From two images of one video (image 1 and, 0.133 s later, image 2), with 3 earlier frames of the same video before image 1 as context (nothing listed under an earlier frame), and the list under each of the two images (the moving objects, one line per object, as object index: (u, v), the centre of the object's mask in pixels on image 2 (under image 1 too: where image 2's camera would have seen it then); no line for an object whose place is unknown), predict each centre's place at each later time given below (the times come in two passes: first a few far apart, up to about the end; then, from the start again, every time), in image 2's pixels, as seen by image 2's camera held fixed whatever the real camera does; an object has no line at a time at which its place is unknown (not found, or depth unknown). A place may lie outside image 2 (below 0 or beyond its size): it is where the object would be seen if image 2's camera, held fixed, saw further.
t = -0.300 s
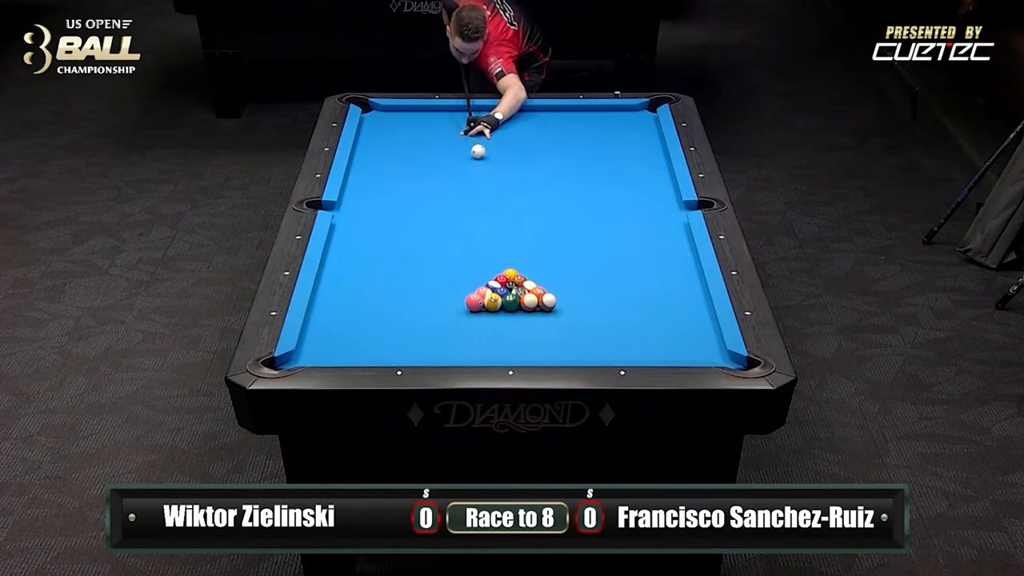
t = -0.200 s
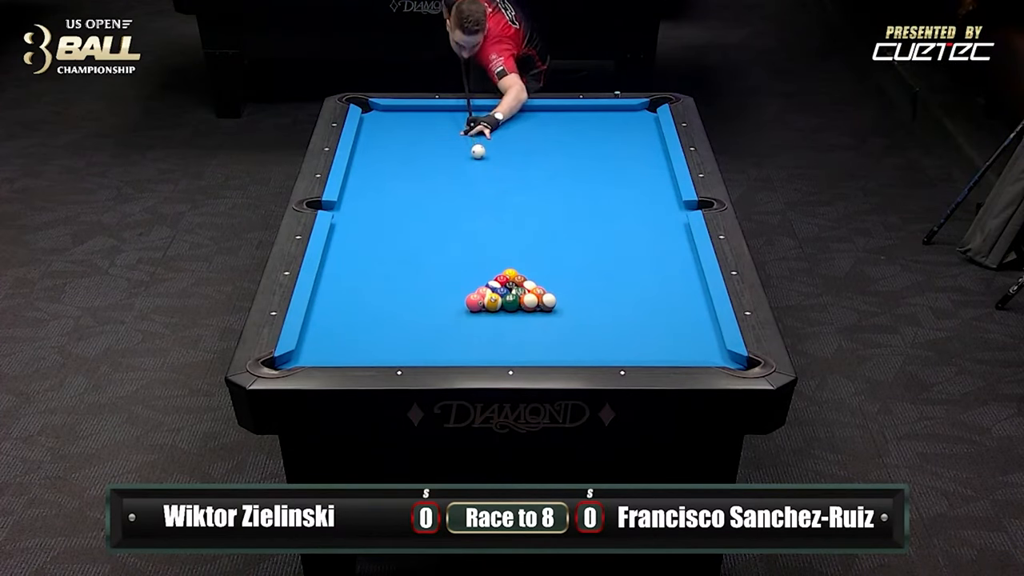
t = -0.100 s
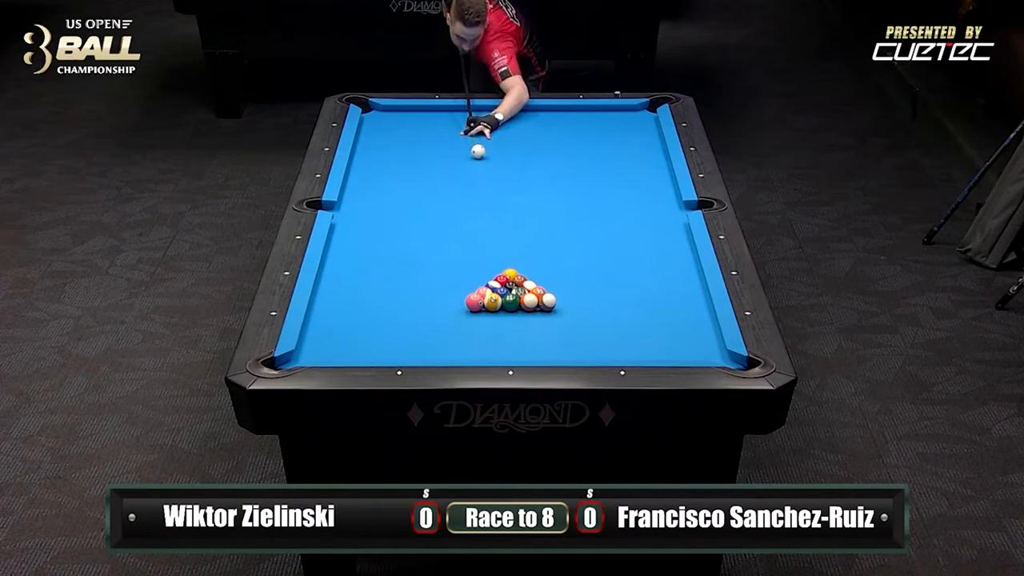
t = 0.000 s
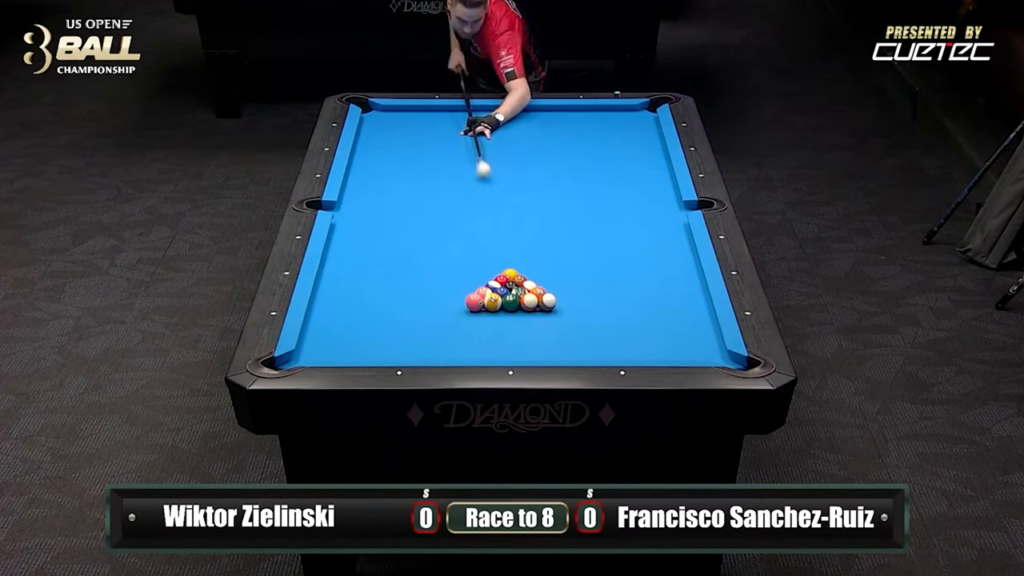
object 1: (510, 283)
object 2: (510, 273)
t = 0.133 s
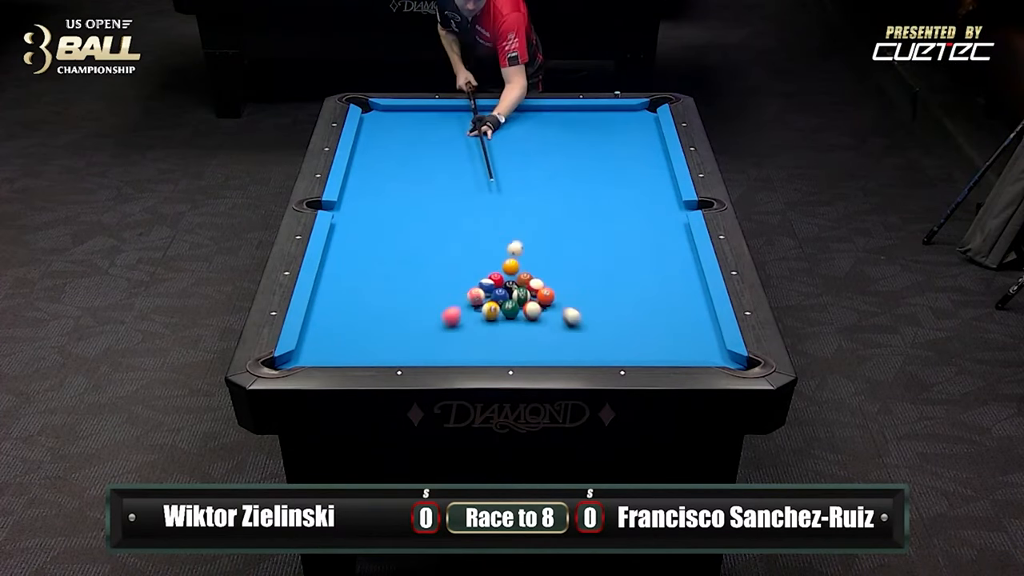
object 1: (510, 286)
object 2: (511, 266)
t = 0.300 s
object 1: (510, 286)
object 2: (513, 254)
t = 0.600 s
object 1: (509, 281)
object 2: (520, 230)
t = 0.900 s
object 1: (510, 278)
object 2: (526, 206)
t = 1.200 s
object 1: (513, 271)
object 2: (531, 183)
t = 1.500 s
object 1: (519, 263)
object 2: (536, 165)
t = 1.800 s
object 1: (526, 252)
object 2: (541, 145)
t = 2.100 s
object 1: (532, 242)
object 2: (546, 129)
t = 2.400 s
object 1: (538, 234)
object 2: (550, 114)
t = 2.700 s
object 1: (543, 227)
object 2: (553, 112)
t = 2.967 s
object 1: (547, 220)
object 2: (556, 119)
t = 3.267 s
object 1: (551, 215)
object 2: (559, 127)
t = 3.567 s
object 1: (529, 221)
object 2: (562, 134)
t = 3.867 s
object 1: (503, 229)
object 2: (564, 140)
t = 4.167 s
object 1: (475, 238)
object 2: (567, 147)
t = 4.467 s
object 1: (449, 246)
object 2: (569, 153)
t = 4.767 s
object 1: (424, 254)
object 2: (571, 159)
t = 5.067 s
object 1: (402, 261)
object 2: (574, 164)
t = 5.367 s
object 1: (377, 268)
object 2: (576, 168)
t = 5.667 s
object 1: (355, 275)
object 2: (578, 172)
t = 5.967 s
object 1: (334, 281)
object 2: (581, 176)
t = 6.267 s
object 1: (324, 286)
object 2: (582, 179)
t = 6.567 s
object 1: (333, 289)
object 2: (584, 181)
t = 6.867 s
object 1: (340, 292)
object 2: (585, 183)
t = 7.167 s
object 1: (344, 294)
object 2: (586, 184)
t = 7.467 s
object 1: (348, 296)
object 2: (587, 184)
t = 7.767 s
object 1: (350, 297)
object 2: (587, 185)
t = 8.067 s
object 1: (350, 297)
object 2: (587, 185)
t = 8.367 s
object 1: (349, 297)
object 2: (587, 185)
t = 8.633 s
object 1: (349, 297)
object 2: (587, 185)
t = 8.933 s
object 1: (349, 297)
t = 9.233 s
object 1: (349, 297)
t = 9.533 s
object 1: (349, 297)
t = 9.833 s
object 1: (349, 297)
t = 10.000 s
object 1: (349, 297)
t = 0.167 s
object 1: (510, 287)
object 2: (511, 258)
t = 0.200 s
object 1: (510, 287)
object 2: (512, 253)
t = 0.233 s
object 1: (510, 287)
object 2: (512, 252)
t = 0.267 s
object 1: (510, 287)
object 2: (512, 251)
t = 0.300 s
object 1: (510, 286)
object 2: (513, 254)
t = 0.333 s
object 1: (510, 286)
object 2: (514, 250)
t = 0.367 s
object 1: (510, 285)
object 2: (515, 246)
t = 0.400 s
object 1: (511, 285)
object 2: (516, 245)
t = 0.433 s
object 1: (511, 285)
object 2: (517, 244)
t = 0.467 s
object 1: (511, 284)
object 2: (517, 241)
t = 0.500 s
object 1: (509, 283)
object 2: (518, 238)
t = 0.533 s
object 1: (509, 282)
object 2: (519, 236)
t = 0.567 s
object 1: (509, 282)
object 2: (519, 233)
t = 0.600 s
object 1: (509, 281)
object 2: (520, 230)
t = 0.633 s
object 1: (509, 281)
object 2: (521, 228)
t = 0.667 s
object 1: (509, 280)
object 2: (521, 226)
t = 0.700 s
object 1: (509, 280)
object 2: (522, 223)
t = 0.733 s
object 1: (509, 279)
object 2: (523, 219)
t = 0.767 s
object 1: (509, 279)
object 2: (523, 216)
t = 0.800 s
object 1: (509, 279)
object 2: (524, 213)
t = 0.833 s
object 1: (510, 278)
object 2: (525, 211)
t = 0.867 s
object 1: (510, 278)
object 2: (525, 208)
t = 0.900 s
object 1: (510, 278)
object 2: (526, 206)
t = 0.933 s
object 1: (510, 277)
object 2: (527, 203)
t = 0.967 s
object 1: (510, 277)
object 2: (527, 200)
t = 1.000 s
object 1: (511, 277)
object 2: (528, 198)
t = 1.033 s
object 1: (511, 276)
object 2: (528, 197)
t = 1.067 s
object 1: (511, 275)
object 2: (529, 194)
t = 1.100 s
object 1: (511, 275)
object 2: (529, 192)
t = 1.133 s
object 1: (512, 273)
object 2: (530, 188)
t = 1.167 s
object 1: (513, 272)
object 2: (531, 186)
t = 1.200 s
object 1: (513, 271)
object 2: (531, 183)
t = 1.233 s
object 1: (514, 270)
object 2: (532, 181)
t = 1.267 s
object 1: (515, 269)
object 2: (532, 179)
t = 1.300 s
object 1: (516, 268)
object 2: (533, 177)
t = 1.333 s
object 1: (516, 267)
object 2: (533, 174)
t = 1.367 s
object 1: (517, 266)
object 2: (534, 172)
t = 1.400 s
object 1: (517, 265)
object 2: (534, 170)
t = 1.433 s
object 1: (518, 265)
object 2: (535, 169)
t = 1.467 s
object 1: (518, 264)
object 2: (535, 167)
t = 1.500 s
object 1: (519, 263)
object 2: (536, 165)
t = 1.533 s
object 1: (520, 261)
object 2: (537, 161)
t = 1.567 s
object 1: (521, 260)
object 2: (537, 159)
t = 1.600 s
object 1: (522, 259)
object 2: (538, 157)
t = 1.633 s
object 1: (523, 257)
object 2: (538, 155)
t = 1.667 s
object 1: (523, 256)
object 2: (539, 153)
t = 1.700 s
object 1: (524, 255)
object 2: (540, 151)
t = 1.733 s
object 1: (525, 254)
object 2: (540, 149)
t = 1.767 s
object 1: (525, 253)
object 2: (541, 147)
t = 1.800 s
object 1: (526, 252)
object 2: (541, 145)
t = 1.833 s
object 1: (526, 251)
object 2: (541, 145)
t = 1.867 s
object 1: (527, 250)
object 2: (542, 143)
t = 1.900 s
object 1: (528, 249)
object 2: (542, 141)
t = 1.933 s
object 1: (529, 248)
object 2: (543, 138)
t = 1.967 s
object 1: (530, 247)
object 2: (544, 136)
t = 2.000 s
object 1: (530, 245)
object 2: (544, 134)
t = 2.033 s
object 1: (531, 244)
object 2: (545, 132)
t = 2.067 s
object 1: (532, 243)
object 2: (545, 131)
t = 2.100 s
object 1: (532, 242)
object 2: (546, 129)
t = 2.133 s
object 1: (533, 242)
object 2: (546, 127)
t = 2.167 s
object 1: (533, 241)
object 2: (546, 126)
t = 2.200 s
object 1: (534, 240)
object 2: (547, 124)
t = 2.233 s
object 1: (534, 239)
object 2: (547, 123)
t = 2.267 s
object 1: (535, 238)
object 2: (548, 121)
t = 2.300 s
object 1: (536, 237)
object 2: (548, 120)
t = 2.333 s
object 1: (536, 236)
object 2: (549, 117)
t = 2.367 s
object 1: (537, 235)
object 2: (549, 116)
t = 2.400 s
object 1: (538, 234)
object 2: (550, 114)
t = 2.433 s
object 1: (538, 233)
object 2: (550, 112)
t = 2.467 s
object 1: (539, 233)
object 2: (550, 111)
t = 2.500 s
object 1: (540, 232)
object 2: (551, 109)
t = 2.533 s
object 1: (540, 231)
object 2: (551, 108)
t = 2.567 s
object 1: (541, 230)
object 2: (551, 109)
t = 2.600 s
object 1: (541, 229)
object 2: (552, 109)
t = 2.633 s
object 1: (542, 229)
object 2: (552, 110)
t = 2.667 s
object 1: (542, 228)
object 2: (552, 111)
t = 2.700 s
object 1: (543, 227)
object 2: (553, 112)
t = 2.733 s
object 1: (543, 226)
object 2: (553, 113)
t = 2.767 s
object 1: (544, 225)
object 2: (554, 114)
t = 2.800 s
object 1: (544, 224)
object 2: (554, 115)
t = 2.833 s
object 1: (545, 223)
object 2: (555, 116)
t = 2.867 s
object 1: (545, 223)
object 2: (555, 116)
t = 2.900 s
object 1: (546, 222)
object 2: (555, 117)
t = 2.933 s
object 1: (546, 221)
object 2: (555, 118)
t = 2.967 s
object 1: (547, 220)
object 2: (556, 119)
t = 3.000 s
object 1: (547, 220)
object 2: (556, 120)
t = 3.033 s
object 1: (548, 219)
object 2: (556, 120)
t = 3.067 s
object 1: (548, 219)
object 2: (557, 121)
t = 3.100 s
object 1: (549, 218)
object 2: (557, 122)
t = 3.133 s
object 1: (549, 217)
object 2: (557, 123)
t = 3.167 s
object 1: (550, 216)
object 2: (558, 124)
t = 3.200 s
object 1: (550, 216)
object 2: (558, 125)
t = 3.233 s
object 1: (551, 215)
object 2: (558, 126)
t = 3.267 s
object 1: (551, 215)
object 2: (559, 127)
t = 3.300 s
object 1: (551, 214)
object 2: (559, 127)
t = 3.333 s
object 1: (552, 213)
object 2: (559, 128)
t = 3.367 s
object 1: (549, 214)
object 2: (560, 129)
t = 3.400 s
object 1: (545, 216)
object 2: (560, 130)
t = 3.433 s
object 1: (543, 216)
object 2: (560, 130)
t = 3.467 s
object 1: (539, 217)
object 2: (561, 131)
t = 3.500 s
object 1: (536, 218)
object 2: (561, 132)
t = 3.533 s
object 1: (532, 220)
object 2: (561, 133)
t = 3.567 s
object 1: (529, 221)
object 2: (562, 134)
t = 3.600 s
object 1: (526, 222)
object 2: (562, 135)
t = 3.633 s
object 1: (523, 223)
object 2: (562, 135)
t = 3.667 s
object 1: (519, 224)
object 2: (563, 136)
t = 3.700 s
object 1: (516, 225)
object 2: (563, 137)
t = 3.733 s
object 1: (514, 226)
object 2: (563, 138)
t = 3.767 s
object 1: (510, 227)
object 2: (563, 139)
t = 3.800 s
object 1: (507, 228)
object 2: (564, 139)
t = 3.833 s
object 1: (506, 228)
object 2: (564, 140)
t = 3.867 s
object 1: (503, 229)
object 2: (564, 140)
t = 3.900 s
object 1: (500, 230)
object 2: (564, 141)
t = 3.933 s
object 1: (496, 232)
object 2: (565, 142)
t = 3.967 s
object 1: (492, 232)
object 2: (565, 143)
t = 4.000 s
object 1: (490, 234)
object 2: (565, 144)
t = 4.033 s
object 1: (487, 234)
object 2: (566, 144)
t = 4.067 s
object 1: (484, 235)
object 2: (566, 145)
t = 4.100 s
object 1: (481, 236)
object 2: (566, 146)
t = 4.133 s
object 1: (478, 237)
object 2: (566, 147)
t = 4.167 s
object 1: (475, 238)
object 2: (567, 147)
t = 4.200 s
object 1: (472, 239)
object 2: (567, 148)
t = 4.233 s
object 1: (471, 239)
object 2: (567, 148)
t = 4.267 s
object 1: (468, 240)
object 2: (567, 149)
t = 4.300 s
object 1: (465, 241)
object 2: (568, 150)
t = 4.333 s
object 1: (461, 242)
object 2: (568, 151)
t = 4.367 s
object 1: (458, 243)
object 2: (568, 151)
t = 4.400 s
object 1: (455, 244)
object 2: (568, 152)
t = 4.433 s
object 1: (452, 245)
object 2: (569, 153)
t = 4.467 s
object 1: (449, 246)
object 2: (569, 153)
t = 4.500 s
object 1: (447, 247)
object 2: (569, 154)
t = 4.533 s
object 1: (444, 248)
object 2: (569, 154)
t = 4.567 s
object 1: (441, 249)
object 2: (570, 155)
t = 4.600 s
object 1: (438, 249)
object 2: (570, 156)
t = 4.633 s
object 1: (437, 250)
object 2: (570, 156)
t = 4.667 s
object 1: (434, 251)
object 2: (570, 157)
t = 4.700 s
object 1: (431, 252)
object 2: (571, 157)
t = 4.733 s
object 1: (427, 253)
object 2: (571, 158)
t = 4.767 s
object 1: (424, 254)
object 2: (571, 159)
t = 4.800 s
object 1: (422, 255)
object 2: (571, 160)
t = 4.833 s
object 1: (419, 255)
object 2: (571, 160)
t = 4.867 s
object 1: (416, 256)
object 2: (572, 161)
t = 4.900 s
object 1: (414, 257)
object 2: (572, 161)
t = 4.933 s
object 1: (411, 258)
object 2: (573, 162)
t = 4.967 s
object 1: (408, 259)
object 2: (573, 162)
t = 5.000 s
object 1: (406, 260)
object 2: (573, 163)
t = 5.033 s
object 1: (404, 260)
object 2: (573, 163)
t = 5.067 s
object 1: (402, 261)
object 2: (574, 164)
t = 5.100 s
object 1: (399, 262)
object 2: (574, 164)
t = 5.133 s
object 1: (395, 263)
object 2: (574, 165)
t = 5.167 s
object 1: (392, 263)
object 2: (574, 165)
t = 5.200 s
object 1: (390, 264)
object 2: (575, 166)
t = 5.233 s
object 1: (387, 265)
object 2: (575, 166)
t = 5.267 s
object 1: (385, 266)
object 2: (575, 167)
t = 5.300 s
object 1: (382, 267)
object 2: (576, 167)
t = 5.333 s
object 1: (380, 267)
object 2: (576, 168)
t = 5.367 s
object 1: (377, 268)
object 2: (576, 168)
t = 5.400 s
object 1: (375, 269)
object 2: (576, 169)
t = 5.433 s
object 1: (373, 269)
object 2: (576, 169)
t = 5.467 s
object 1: (371, 270)
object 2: (577, 169)
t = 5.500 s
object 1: (369, 271)
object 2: (577, 170)
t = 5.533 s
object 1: (365, 272)
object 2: (577, 171)
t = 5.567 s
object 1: (363, 273)
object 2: (577, 171)
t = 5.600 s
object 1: (360, 273)
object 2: (578, 171)
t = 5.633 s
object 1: (358, 274)
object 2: (578, 172)
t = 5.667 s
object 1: (355, 275)
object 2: (578, 172)
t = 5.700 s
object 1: (353, 275)
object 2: (578, 173)
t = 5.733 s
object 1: (350, 276)
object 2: (579, 173)
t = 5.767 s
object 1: (348, 277)
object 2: (579, 174)
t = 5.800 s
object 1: (346, 278)
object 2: (579, 174)
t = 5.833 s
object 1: (345, 278)
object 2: (579, 174)
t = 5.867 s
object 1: (342, 278)
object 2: (580, 175)
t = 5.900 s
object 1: (340, 279)
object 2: (580, 175)
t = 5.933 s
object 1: (337, 280)
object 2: (580, 175)
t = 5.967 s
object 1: (334, 281)
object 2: (581, 176)
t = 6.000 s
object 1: (332, 281)
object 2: (581, 176)
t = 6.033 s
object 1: (330, 282)
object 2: (581, 177)
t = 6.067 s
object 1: (328, 283)
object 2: (581, 177)
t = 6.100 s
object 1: (326, 283)
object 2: (581, 177)
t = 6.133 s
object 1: (323, 284)
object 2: (582, 177)
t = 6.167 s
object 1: (322, 284)
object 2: (582, 178)
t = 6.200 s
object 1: (323, 285)
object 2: (582, 178)
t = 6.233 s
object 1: (324, 285)
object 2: (582, 178)
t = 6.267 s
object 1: (324, 286)
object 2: (582, 179)
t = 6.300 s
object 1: (325, 286)
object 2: (582, 179)
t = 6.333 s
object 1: (327, 286)
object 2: (583, 179)
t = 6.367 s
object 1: (328, 287)
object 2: (583, 180)
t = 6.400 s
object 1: (329, 287)
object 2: (583, 180)
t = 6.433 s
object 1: (330, 288)
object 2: (583, 180)
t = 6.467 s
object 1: (330, 288)
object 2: (583, 180)
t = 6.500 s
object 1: (331, 288)
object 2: (583, 181)
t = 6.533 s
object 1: (332, 289)
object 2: (583, 181)
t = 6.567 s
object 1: (333, 289)
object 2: (584, 181)
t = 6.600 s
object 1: (334, 289)
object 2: (584, 181)
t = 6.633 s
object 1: (334, 290)
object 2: (584, 181)
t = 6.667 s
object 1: (335, 290)
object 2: (584, 182)
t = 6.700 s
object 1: (336, 290)
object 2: (584, 182)
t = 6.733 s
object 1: (337, 291)
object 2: (584, 182)
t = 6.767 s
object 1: (337, 291)
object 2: (585, 182)
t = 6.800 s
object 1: (338, 291)
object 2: (585, 182)
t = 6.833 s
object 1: (339, 292)
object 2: (585, 183)
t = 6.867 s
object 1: (340, 292)
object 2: (585, 183)
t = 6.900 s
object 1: (340, 292)
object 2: (585, 183)
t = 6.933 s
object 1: (341, 292)
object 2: (585, 183)
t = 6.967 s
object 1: (341, 293)
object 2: (585, 183)
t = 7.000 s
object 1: (342, 293)
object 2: (586, 183)
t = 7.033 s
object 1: (342, 293)
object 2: (586, 183)
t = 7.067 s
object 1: (343, 293)
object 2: (586, 183)
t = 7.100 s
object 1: (343, 293)
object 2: (586, 184)
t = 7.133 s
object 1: (344, 294)
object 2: (586, 184)
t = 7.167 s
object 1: (344, 294)
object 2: (586, 184)
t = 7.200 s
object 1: (345, 294)
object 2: (586, 184)
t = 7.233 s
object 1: (345, 294)
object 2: (586, 184)
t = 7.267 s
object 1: (346, 295)
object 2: (586, 184)
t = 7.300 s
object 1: (346, 295)
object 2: (586, 184)
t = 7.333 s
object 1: (347, 295)
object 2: (586, 184)
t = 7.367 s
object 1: (347, 295)
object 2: (586, 184)
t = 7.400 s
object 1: (347, 295)
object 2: (586, 184)
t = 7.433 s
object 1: (348, 295)
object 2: (587, 184)
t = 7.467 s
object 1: (348, 296)
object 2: (587, 184)
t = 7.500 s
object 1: (348, 296)
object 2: (587, 184)
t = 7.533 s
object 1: (349, 296)
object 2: (587, 185)
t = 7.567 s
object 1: (349, 296)
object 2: (587, 185)
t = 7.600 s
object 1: (349, 296)
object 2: (587, 185)
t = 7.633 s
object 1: (349, 296)
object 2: (587, 185)
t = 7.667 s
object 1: (349, 297)
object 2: (587, 185)
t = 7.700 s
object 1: (350, 297)
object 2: (587, 185)
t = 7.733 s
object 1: (350, 297)
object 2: (587, 185)
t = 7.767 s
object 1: (350, 297)
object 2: (587, 185)
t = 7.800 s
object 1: (350, 297)
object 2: (587, 185)
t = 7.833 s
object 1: (350, 297)
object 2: (587, 185)
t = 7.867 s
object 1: (350, 297)
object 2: (587, 185)
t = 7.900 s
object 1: (350, 297)
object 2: (587, 185)
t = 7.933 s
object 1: (350, 297)
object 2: (587, 185)
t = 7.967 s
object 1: (350, 297)
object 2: (587, 185)
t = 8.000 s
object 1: (350, 297)
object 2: (587, 185)
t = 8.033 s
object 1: (350, 297)
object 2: (587, 185)
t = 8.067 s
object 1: (350, 297)
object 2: (587, 185)
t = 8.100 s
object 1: (350, 297)
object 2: (587, 185)
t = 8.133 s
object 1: (349, 297)
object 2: (587, 185)
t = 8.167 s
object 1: (349, 297)
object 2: (587, 185)
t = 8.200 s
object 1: (349, 297)
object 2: (587, 185)
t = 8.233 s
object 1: (349, 297)
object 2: (587, 185)
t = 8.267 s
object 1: (349, 297)
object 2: (587, 185)
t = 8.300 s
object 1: (349, 297)
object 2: (587, 185)
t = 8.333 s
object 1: (349, 297)
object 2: (587, 185)
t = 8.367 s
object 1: (349, 297)
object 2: (587, 185)
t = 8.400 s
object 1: (349, 297)
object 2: (587, 185)
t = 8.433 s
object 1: (349, 297)
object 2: (587, 185)
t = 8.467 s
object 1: (349, 297)
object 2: (587, 185)
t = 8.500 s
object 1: (349, 297)
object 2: (587, 185)
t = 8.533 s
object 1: (349, 297)
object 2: (587, 185)
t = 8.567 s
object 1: (349, 297)
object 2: (587, 185)
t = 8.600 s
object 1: (349, 297)
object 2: (587, 185)
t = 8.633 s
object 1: (349, 297)
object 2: (587, 185)
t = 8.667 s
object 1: (349, 297)
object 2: (587, 185)
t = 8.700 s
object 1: (349, 297)
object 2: (587, 185)
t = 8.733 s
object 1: (349, 297)
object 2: (587, 185)
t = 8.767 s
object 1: (349, 297)
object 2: (587, 185)
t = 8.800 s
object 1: (349, 297)
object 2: (587, 185)
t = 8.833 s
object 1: (349, 297)
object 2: (587, 185)
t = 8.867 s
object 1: (349, 297)
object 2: (587, 185)
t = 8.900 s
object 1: (349, 297)
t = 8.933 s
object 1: (349, 297)
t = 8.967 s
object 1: (349, 297)
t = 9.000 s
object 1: (349, 297)
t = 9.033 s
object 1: (349, 297)
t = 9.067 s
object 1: (349, 297)
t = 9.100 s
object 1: (349, 297)
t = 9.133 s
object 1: (349, 297)
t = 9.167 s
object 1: (349, 297)
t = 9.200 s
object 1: (349, 297)
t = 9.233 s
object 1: (349, 297)
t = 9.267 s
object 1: (349, 297)
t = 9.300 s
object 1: (349, 297)
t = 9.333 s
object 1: (349, 297)
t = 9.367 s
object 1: (349, 297)
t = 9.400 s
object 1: (349, 297)
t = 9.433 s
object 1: (349, 297)
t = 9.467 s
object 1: (349, 297)
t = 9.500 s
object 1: (349, 297)
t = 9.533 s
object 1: (349, 297)
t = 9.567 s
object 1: (349, 297)
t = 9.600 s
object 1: (349, 297)
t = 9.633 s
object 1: (349, 297)
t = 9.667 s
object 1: (349, 297)
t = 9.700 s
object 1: (349, 297)
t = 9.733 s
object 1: (349, 297)
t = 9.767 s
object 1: (349, 297)
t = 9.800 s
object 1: (349, 297)
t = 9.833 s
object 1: (349, 297)
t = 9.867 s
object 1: (349, 297)
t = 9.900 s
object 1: (349, 297)
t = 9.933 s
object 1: (349, 297)
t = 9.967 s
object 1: (349, 297)
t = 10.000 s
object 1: (349, 297)
